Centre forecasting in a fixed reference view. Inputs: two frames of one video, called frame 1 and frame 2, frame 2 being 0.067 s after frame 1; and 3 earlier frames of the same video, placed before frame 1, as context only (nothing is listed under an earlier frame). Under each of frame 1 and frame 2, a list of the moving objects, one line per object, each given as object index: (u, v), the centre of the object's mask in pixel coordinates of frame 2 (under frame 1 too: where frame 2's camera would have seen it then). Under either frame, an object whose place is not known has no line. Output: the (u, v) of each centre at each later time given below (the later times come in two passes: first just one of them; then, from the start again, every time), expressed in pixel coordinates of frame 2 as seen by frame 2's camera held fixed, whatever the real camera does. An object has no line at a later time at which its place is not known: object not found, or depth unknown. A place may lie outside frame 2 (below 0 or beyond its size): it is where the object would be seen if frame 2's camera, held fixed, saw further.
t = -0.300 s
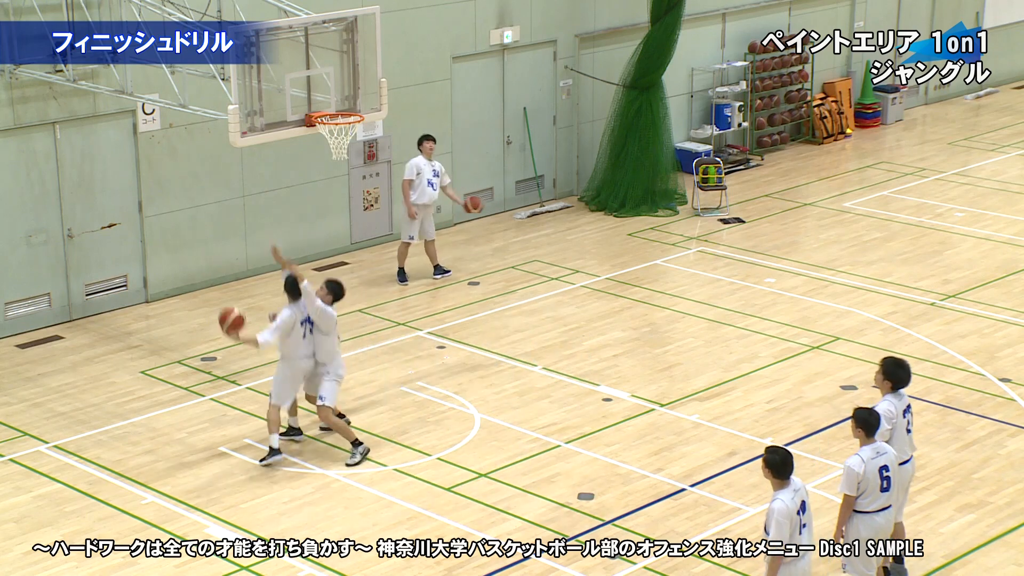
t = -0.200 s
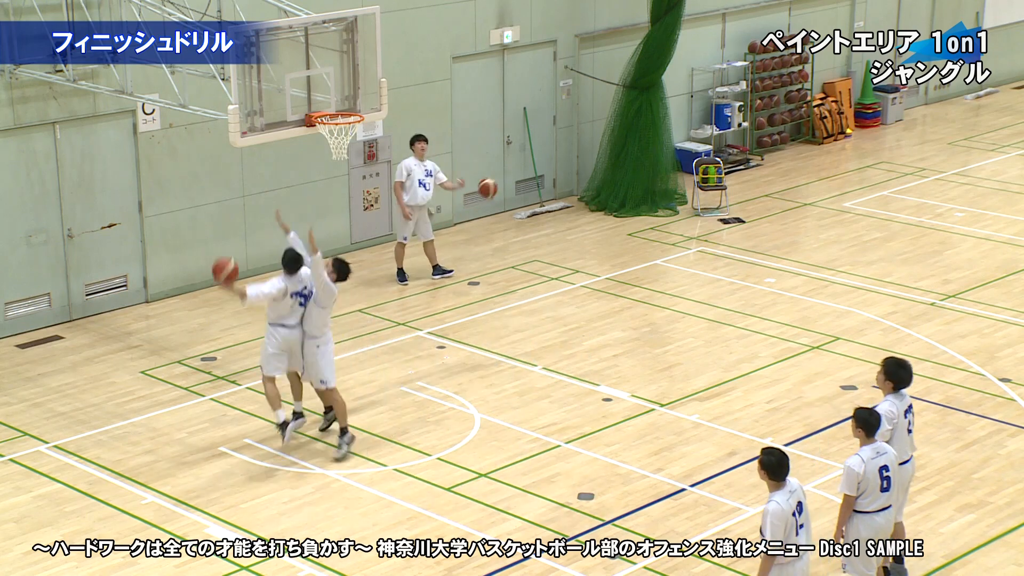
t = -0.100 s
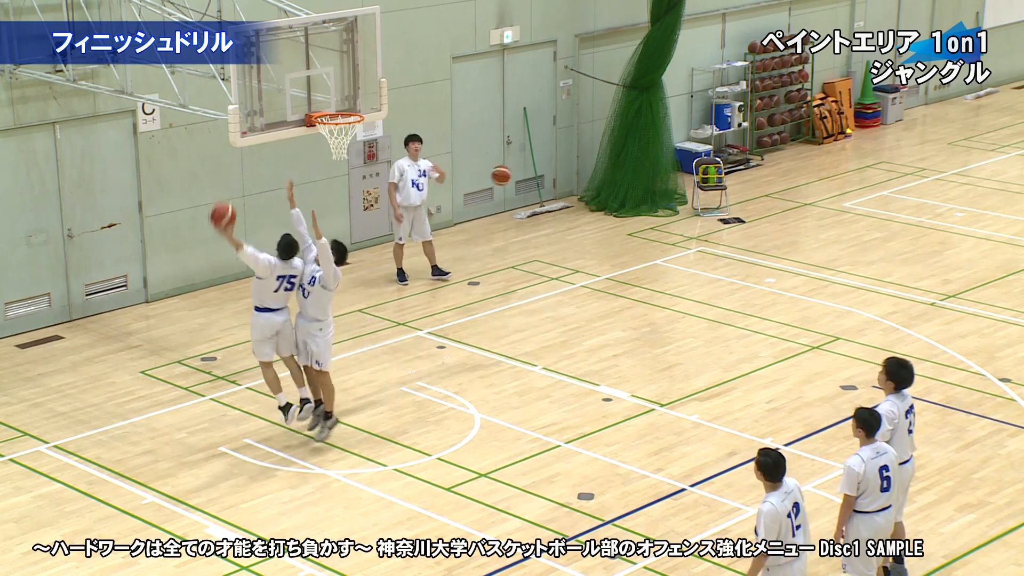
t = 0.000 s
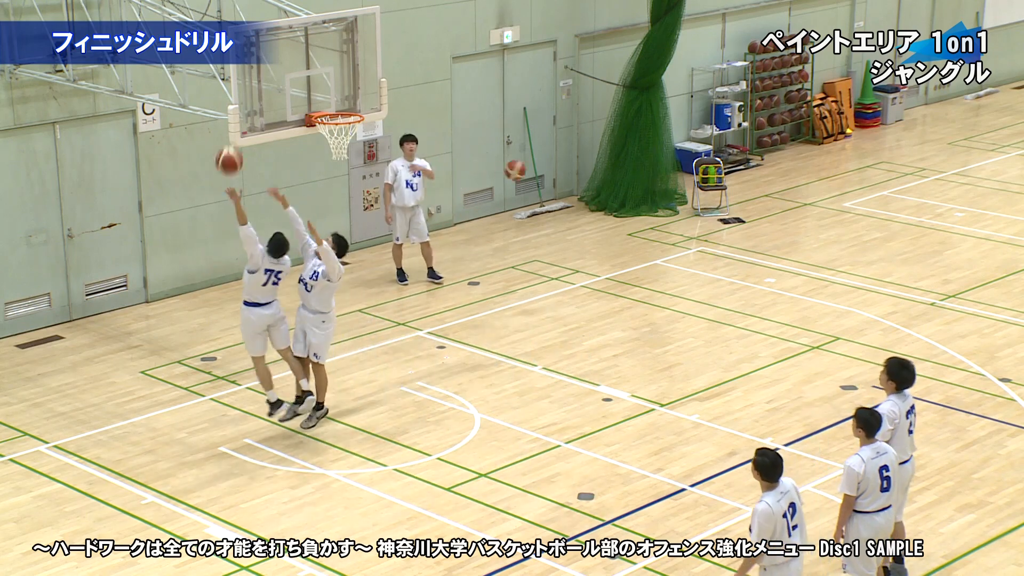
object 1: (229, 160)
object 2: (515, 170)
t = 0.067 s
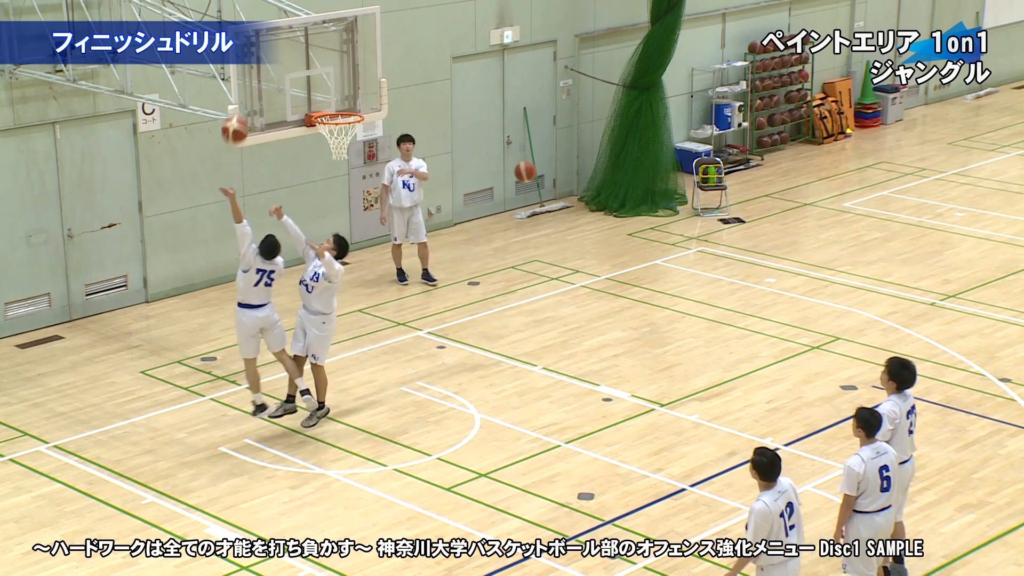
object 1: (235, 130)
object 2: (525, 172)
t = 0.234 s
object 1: (255, 81)
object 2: (552, 192)
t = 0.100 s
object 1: (238, 116)
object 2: (531, 174)
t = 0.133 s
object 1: (241, 104)
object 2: (536, 177)
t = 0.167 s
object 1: (244, 93)
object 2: (540, 181)
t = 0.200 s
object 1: (247, 83)
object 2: (545, 185)
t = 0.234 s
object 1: (255, 81)
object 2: (552, 192)
